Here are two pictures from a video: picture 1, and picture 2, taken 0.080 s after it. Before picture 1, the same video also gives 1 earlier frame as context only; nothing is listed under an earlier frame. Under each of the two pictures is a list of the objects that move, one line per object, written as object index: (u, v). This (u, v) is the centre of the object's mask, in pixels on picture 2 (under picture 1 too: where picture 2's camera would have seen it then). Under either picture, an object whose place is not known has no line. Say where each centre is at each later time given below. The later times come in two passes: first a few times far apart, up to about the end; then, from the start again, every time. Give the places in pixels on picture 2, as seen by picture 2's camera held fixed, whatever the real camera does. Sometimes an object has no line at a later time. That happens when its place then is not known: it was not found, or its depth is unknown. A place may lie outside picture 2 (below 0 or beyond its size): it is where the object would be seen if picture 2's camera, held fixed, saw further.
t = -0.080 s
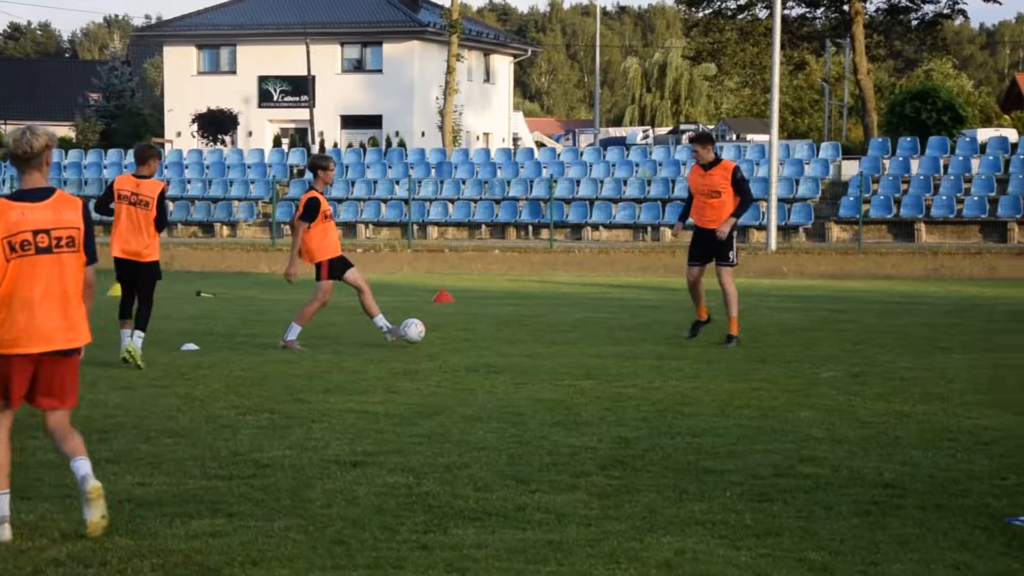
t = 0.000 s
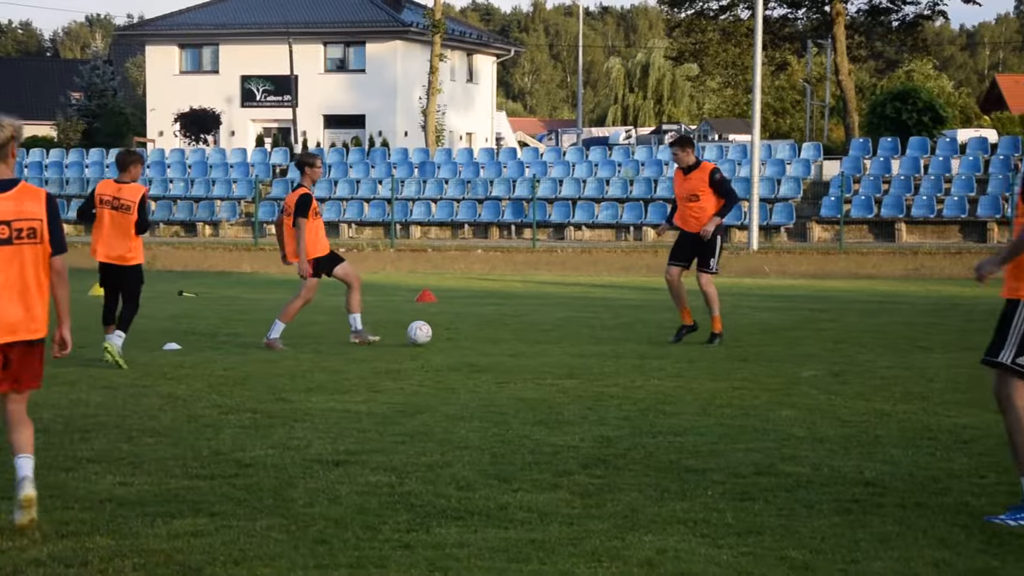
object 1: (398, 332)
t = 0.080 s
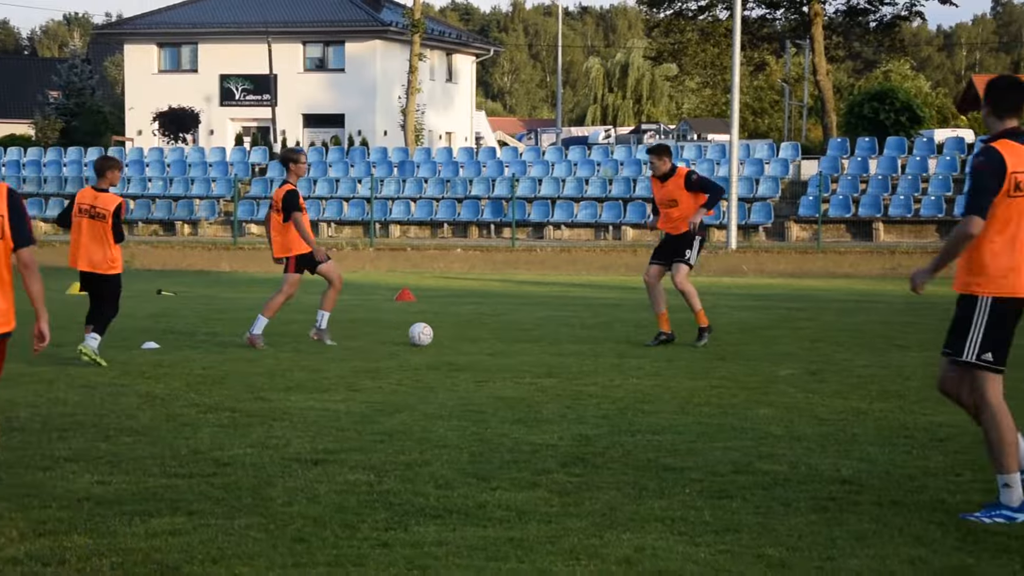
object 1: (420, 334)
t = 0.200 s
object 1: (447, 334)
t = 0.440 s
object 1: (496, 332)
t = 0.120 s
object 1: (429, 333)
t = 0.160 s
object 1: (438, 333)
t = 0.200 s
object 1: (447, 334)
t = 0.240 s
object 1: (456, 334)
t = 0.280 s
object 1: (464, 333)
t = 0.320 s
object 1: (472, 332)
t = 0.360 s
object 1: (481, 332)
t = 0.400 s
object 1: (489, 333)
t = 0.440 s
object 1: (496, 332)
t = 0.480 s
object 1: (504, 332)
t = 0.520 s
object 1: (511, 332)
